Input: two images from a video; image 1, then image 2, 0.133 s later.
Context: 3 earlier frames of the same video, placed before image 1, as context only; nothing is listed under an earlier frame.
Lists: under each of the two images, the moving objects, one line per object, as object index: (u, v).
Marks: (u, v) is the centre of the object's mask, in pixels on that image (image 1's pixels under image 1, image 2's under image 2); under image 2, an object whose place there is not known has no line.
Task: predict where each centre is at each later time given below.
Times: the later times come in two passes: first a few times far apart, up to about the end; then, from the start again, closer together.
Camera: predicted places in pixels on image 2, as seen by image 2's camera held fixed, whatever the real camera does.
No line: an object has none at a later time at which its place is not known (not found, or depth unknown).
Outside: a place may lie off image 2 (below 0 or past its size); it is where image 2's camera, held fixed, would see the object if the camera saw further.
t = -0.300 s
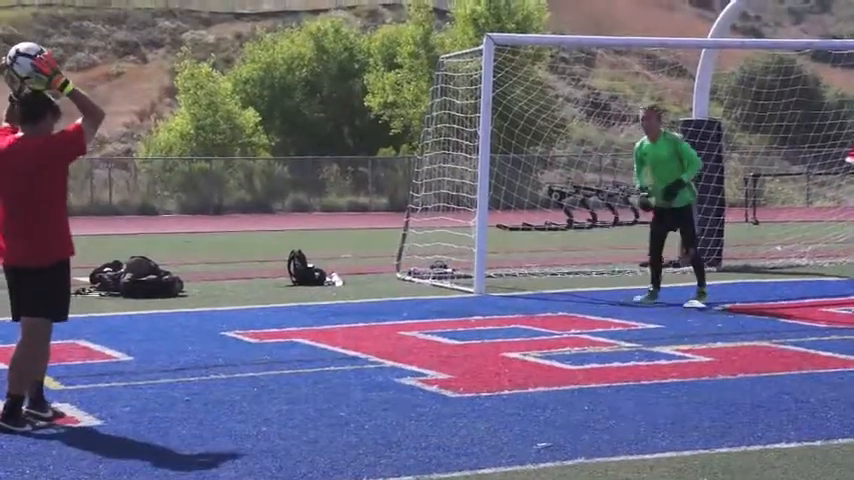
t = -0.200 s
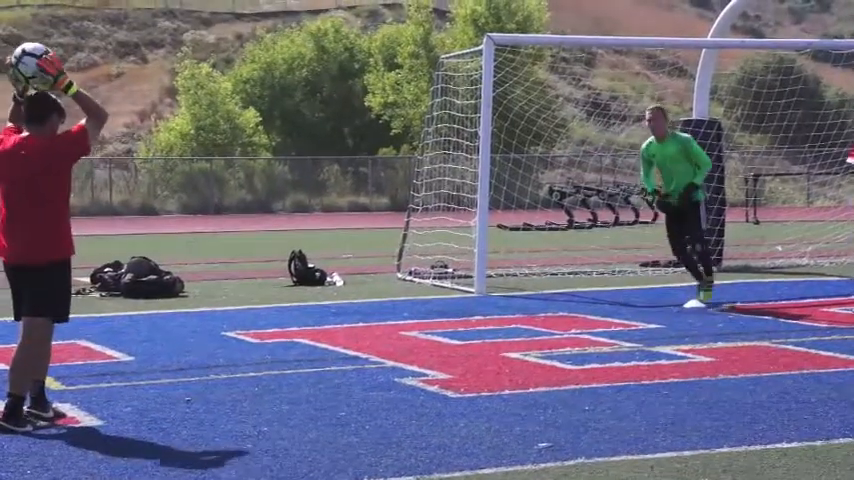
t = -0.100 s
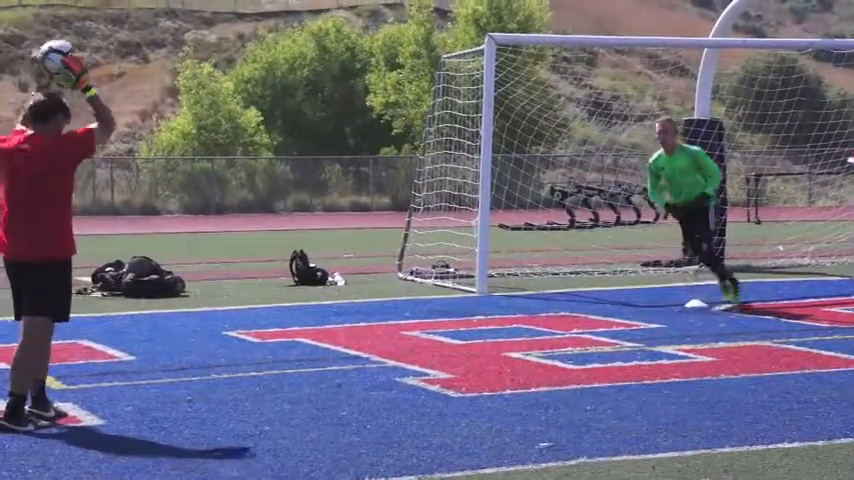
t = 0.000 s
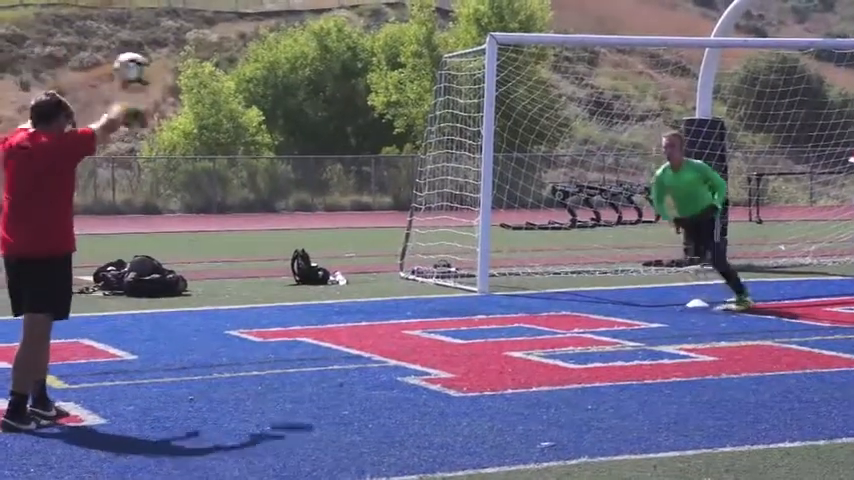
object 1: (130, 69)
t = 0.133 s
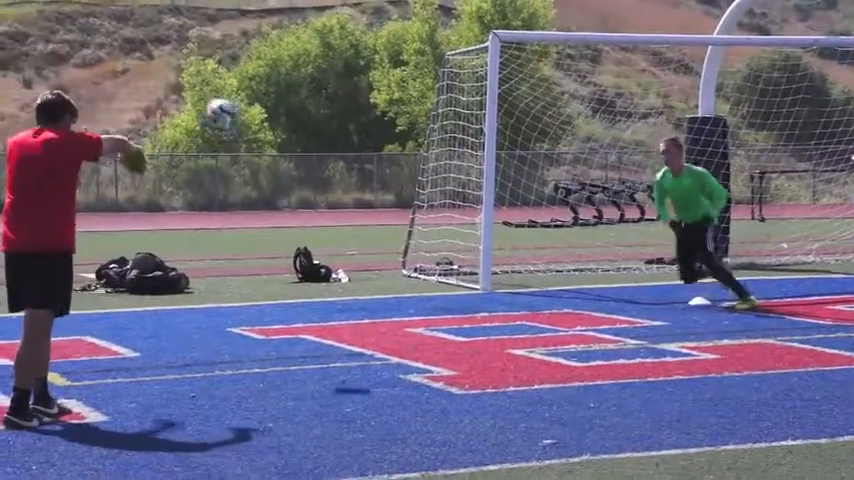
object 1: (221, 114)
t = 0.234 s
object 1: (275, 156)
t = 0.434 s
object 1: (361, 276)
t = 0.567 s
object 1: (392, 277)
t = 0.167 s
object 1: (240, 128)
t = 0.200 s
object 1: (258, 144)
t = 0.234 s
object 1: (275, 156)
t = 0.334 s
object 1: (322, 215)
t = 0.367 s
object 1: (334, 236)
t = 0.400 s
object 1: (348, 256)
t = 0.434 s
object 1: (361, 276)
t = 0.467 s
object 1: (372, 296)
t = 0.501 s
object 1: (384, 314)
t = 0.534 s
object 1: (389, 294)
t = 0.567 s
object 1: (392, 277)
